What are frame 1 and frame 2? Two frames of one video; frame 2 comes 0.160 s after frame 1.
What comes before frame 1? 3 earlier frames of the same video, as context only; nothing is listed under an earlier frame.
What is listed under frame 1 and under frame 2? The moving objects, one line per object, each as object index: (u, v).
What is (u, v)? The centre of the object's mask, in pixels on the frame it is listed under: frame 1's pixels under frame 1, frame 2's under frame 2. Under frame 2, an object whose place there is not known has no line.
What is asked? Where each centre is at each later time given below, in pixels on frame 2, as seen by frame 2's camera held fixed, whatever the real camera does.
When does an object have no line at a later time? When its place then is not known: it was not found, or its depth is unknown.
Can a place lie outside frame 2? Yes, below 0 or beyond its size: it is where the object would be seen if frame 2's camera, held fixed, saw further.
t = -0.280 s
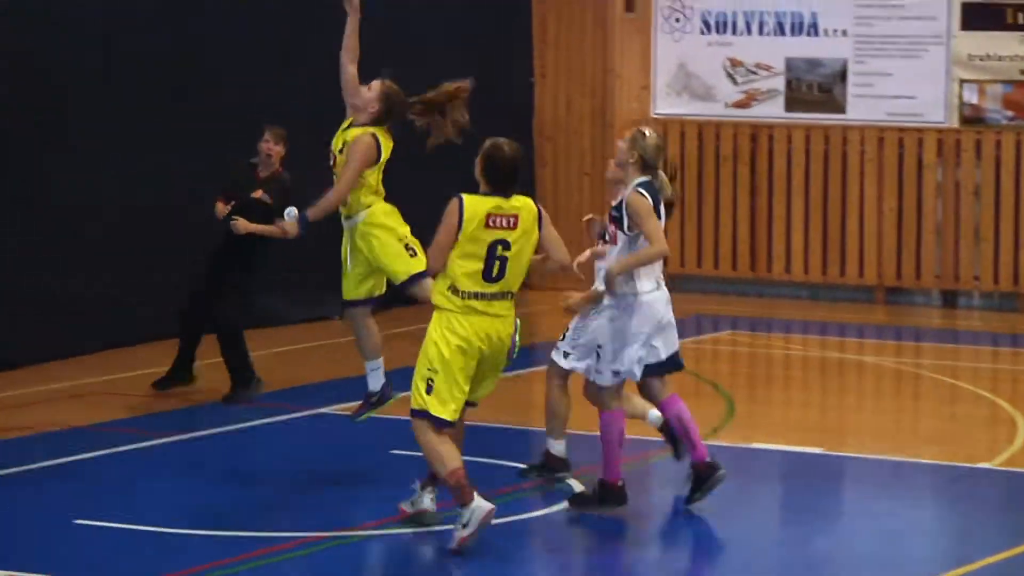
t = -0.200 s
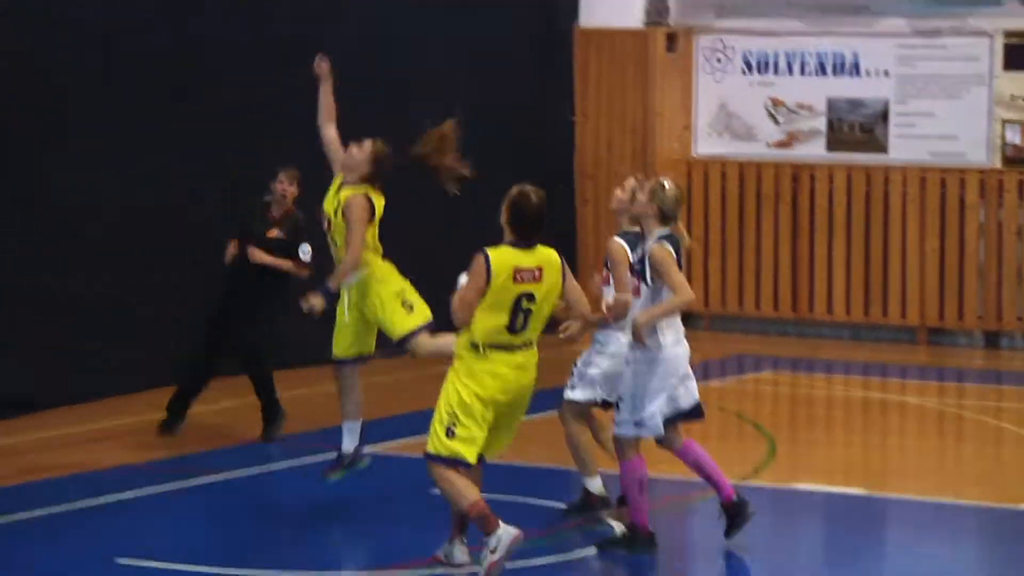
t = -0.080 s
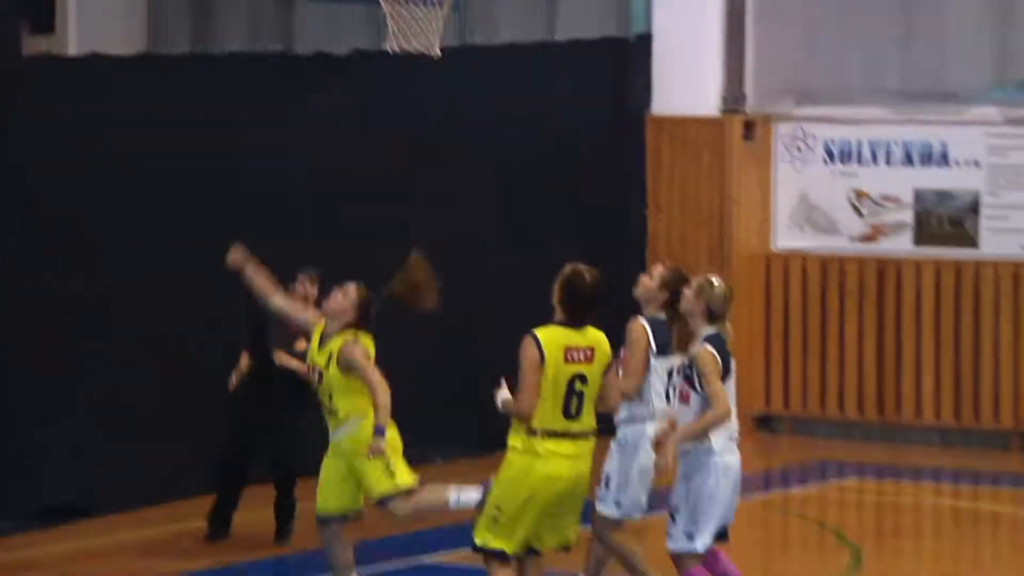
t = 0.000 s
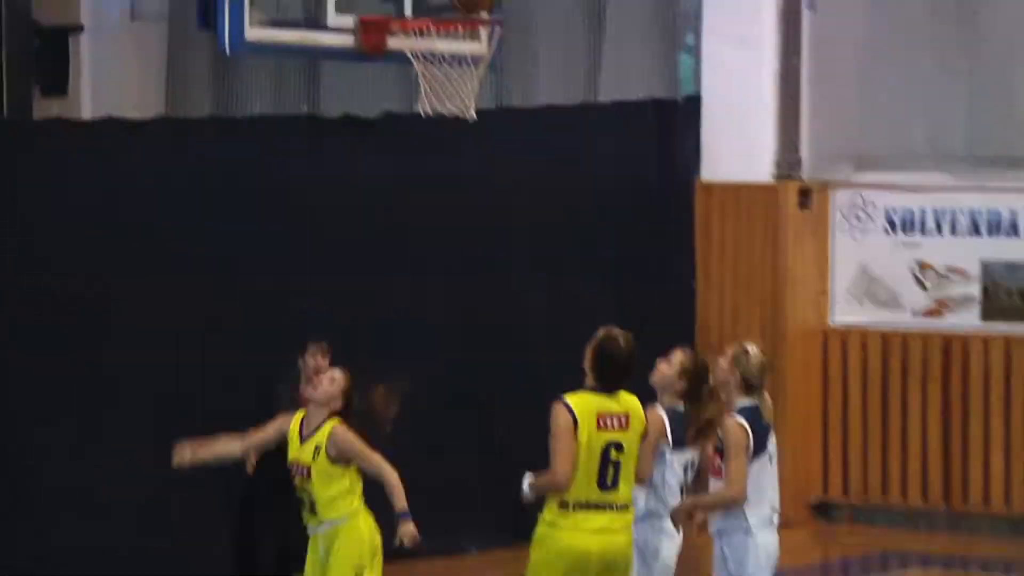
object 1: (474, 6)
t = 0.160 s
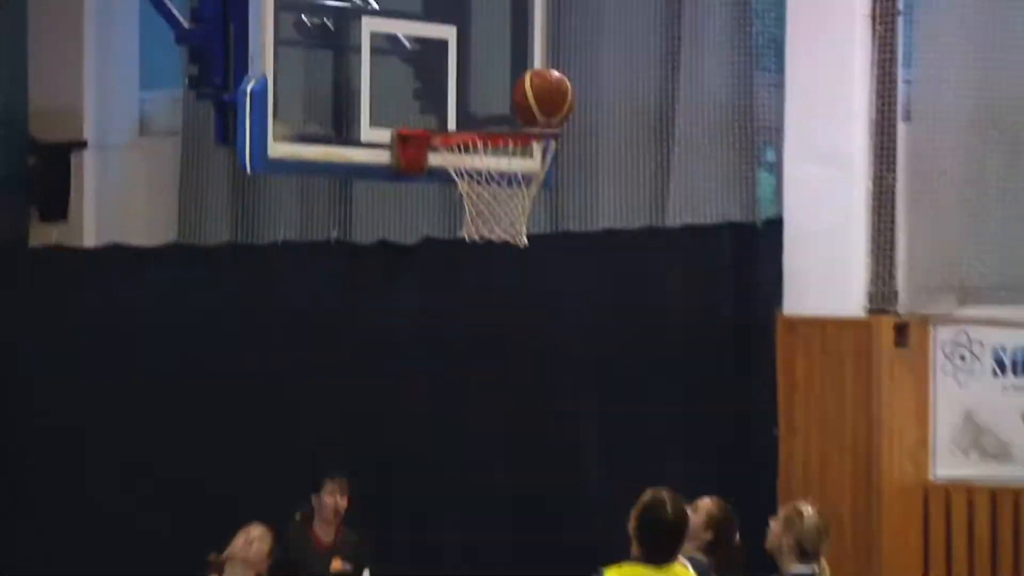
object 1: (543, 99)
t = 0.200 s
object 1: (543, 99)
